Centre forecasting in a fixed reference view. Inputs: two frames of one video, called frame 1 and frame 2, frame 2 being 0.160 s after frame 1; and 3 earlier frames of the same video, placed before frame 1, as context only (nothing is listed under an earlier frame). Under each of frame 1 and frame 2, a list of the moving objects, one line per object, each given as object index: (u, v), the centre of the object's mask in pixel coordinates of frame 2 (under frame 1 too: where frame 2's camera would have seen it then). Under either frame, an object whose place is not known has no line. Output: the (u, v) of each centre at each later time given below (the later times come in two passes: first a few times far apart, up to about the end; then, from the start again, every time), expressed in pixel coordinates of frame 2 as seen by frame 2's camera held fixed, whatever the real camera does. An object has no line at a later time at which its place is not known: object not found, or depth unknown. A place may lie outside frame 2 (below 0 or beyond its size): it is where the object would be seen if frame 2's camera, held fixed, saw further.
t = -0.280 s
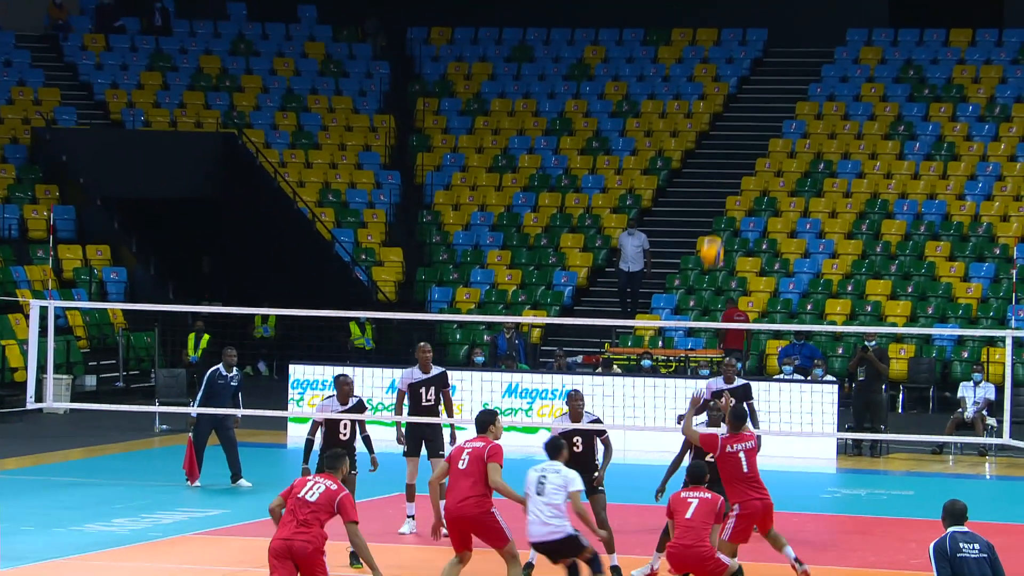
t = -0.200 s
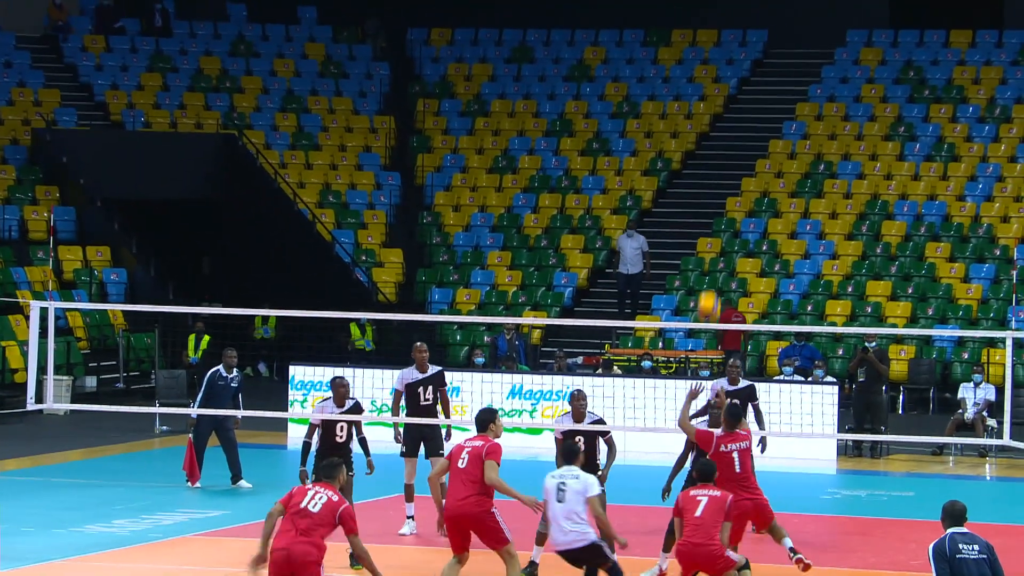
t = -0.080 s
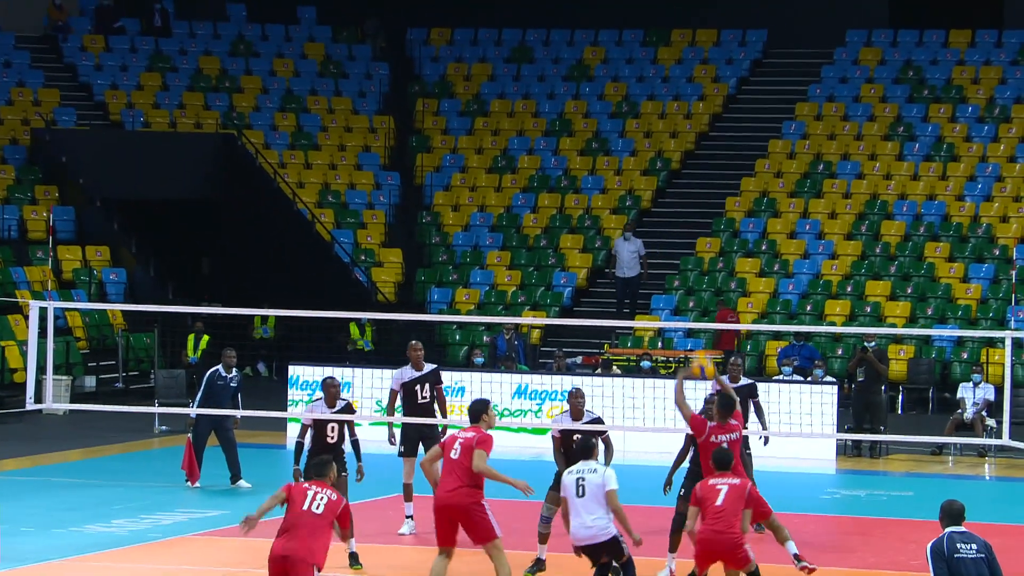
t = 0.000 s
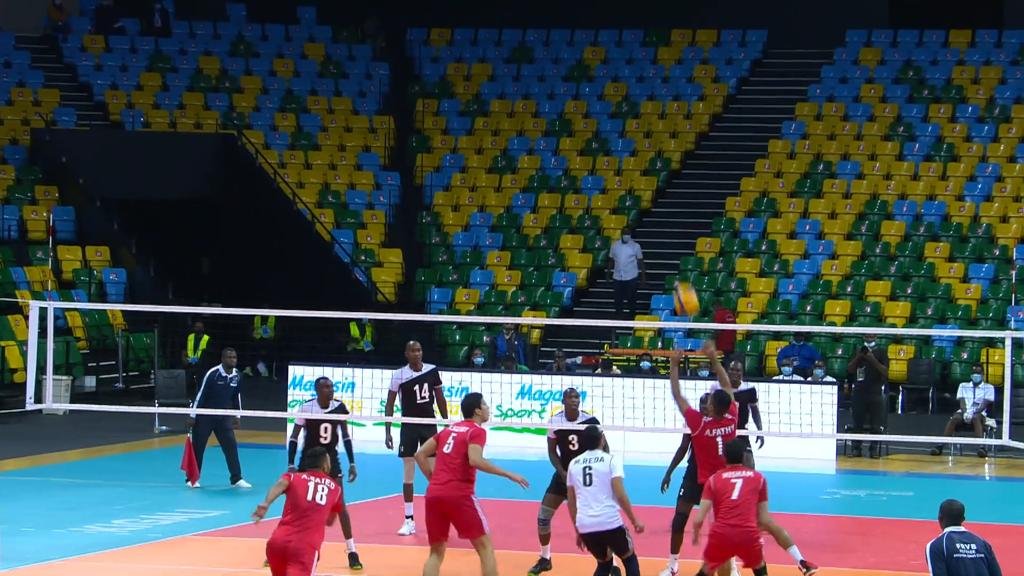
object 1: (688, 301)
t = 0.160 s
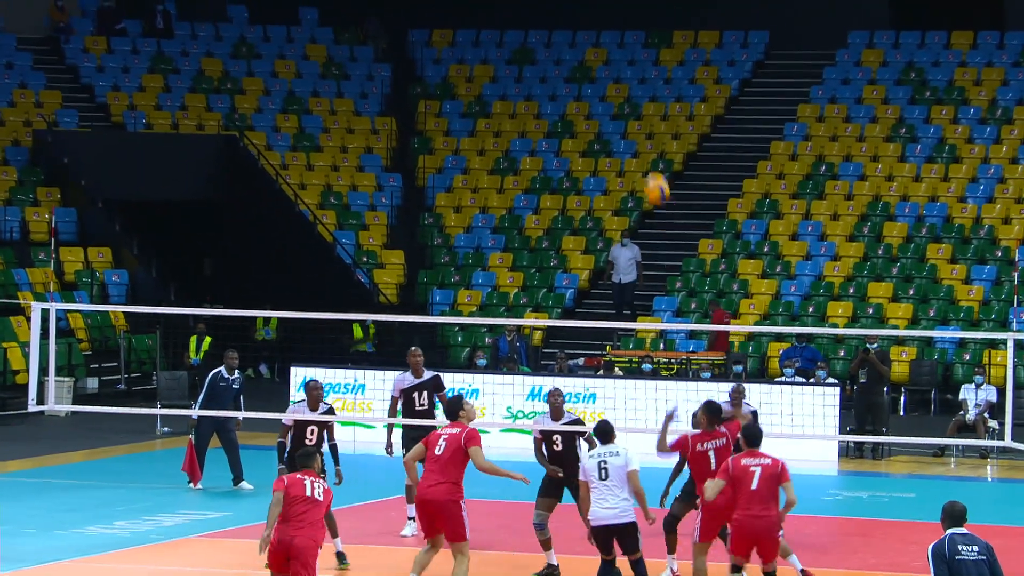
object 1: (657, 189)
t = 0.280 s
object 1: (633, 124)
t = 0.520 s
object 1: (587, 49)
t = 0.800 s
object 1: (534, 45)
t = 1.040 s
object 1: (487, 111)
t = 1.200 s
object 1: (457, 190)
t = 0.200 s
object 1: (649, 165)
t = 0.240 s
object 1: (641, 144)
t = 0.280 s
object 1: (633, 124)
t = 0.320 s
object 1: (625, 107)
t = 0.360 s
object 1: (618, 91)
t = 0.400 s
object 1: (610, 78)
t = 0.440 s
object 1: (603, 66)
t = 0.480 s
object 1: (595, 57)
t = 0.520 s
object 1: (587, 49)
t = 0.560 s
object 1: (580, 43)
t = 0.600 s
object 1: (572, 39)
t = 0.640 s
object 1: (564, 36)
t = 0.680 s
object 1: (557, 36)
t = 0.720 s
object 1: (549, 37)
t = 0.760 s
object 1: (541, 40)
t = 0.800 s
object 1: (534, 45)
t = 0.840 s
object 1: (526, 51)
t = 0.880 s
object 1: (518, 60)
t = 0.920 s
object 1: (510, 70)
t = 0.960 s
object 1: (503, 82)
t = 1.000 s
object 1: (495, 95)
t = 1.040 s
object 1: (487, 111)
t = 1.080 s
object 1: (480, 128)
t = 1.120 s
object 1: (472, 147)
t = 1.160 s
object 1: (465, 167)
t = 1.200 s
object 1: (457, 190)
